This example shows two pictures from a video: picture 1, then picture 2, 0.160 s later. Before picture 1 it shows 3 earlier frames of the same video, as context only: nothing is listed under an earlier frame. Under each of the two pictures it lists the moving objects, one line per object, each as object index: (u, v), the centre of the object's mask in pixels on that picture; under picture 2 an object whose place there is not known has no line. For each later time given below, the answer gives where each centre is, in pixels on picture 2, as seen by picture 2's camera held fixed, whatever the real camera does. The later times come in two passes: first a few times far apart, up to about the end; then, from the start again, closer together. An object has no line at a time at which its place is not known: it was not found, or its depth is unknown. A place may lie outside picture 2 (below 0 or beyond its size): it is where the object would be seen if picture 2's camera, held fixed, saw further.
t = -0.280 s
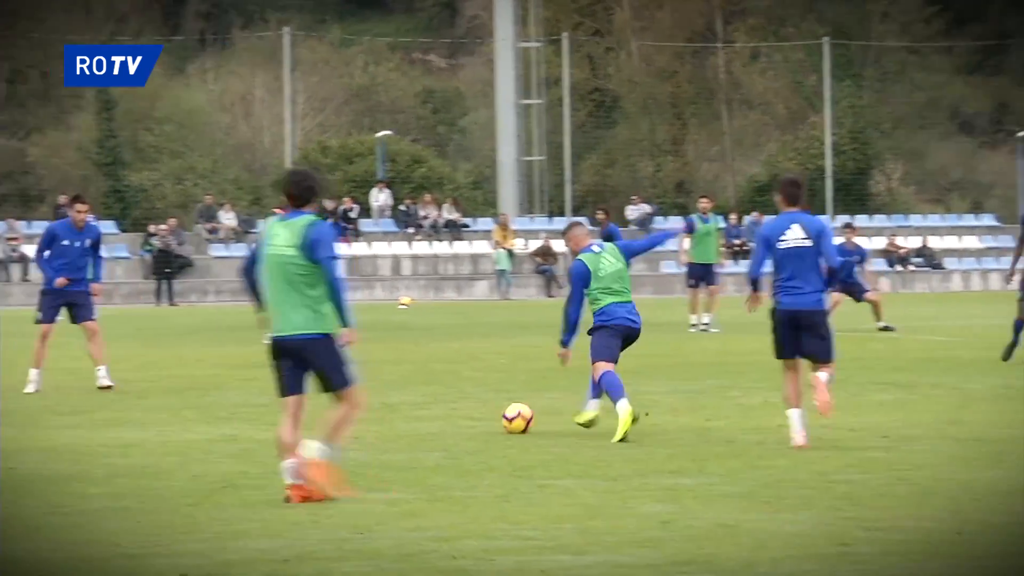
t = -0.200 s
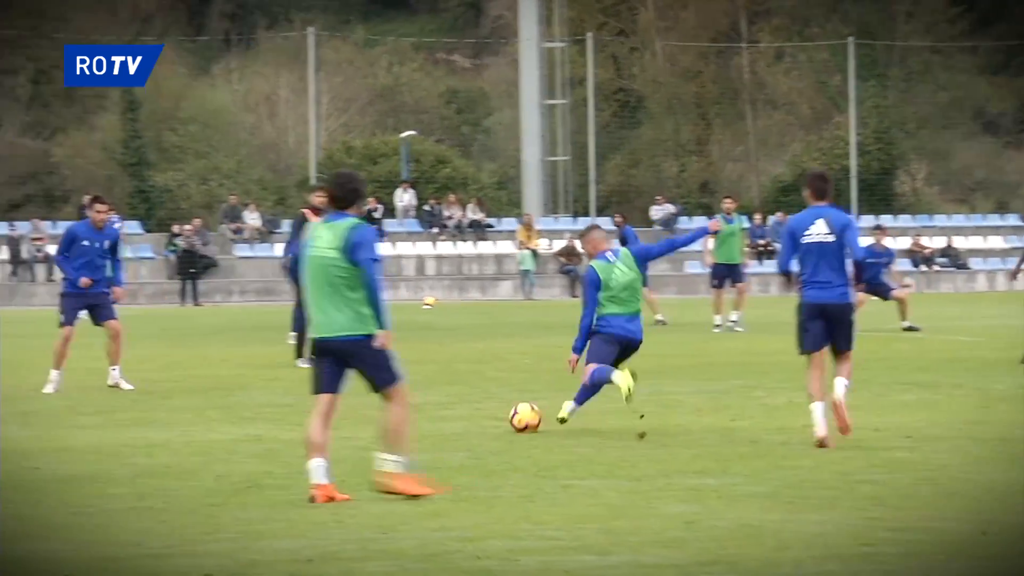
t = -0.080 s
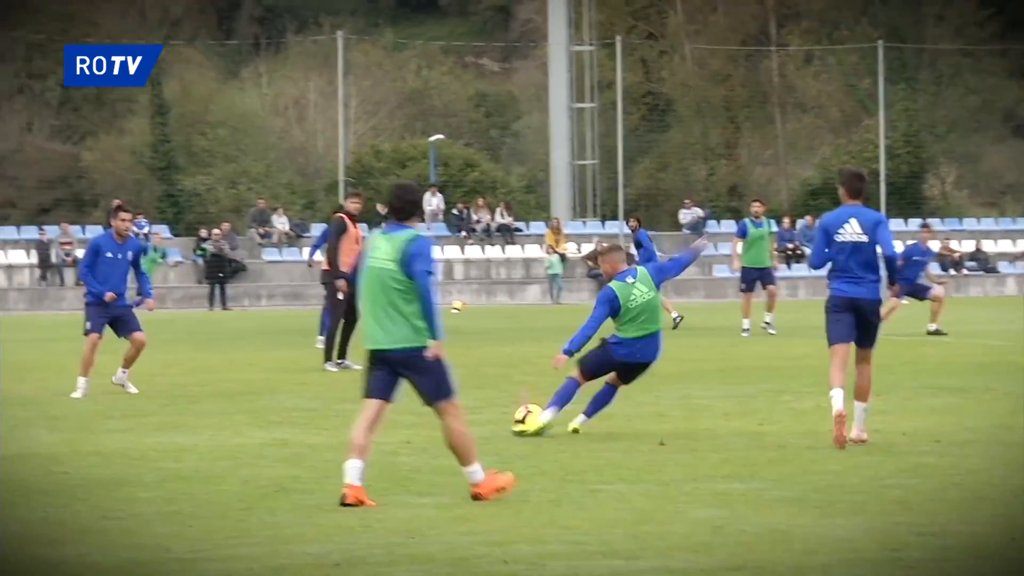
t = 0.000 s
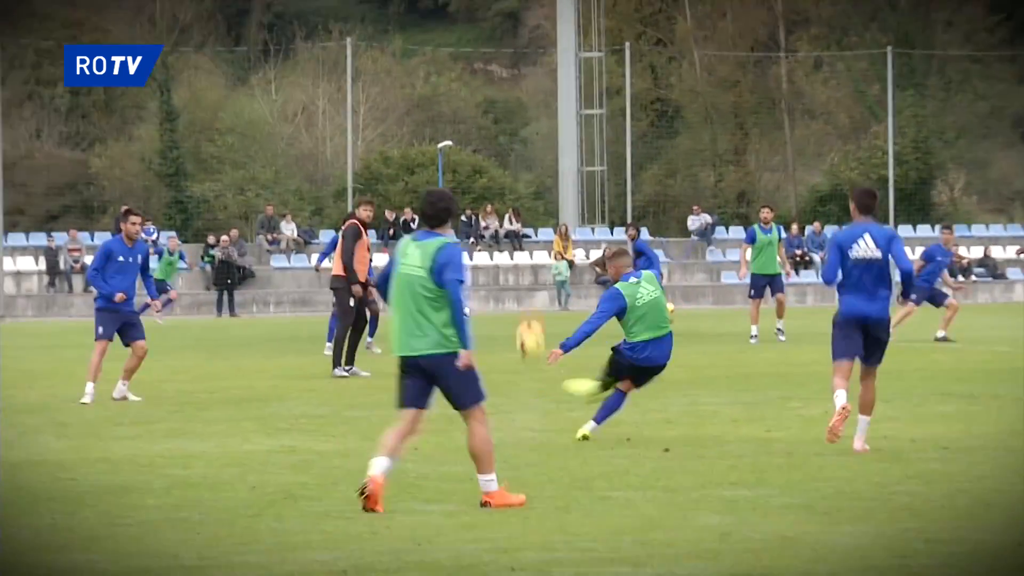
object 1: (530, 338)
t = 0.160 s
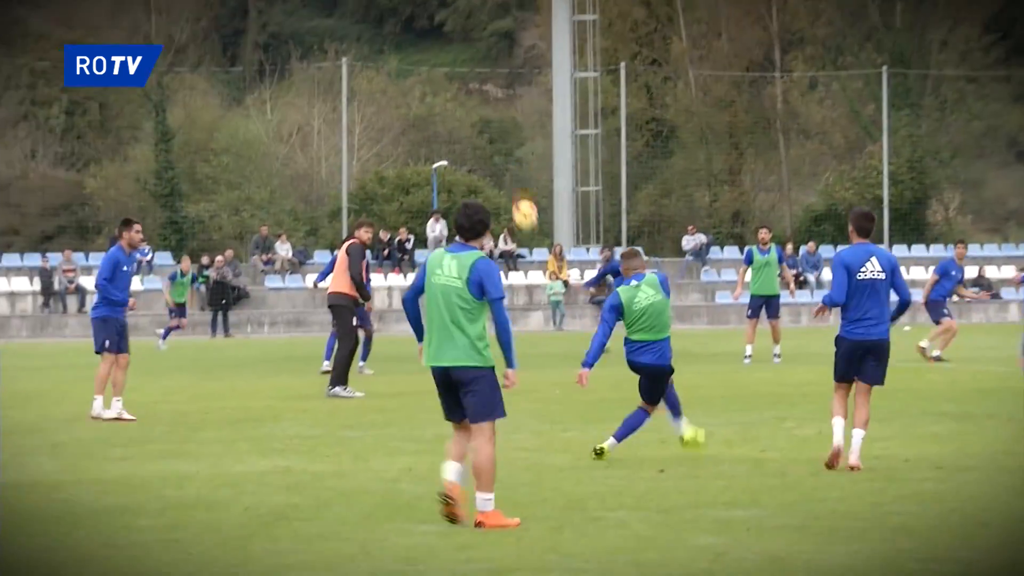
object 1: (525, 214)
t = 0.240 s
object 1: (527, 161)
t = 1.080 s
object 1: (590, -34)
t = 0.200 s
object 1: (525, 187)
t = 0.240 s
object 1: (527, 161)
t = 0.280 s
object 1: (528, 137)
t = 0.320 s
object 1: (530, 115)
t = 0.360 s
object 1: (531, 95)
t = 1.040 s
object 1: (586, -34)
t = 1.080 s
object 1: (590, -34)
